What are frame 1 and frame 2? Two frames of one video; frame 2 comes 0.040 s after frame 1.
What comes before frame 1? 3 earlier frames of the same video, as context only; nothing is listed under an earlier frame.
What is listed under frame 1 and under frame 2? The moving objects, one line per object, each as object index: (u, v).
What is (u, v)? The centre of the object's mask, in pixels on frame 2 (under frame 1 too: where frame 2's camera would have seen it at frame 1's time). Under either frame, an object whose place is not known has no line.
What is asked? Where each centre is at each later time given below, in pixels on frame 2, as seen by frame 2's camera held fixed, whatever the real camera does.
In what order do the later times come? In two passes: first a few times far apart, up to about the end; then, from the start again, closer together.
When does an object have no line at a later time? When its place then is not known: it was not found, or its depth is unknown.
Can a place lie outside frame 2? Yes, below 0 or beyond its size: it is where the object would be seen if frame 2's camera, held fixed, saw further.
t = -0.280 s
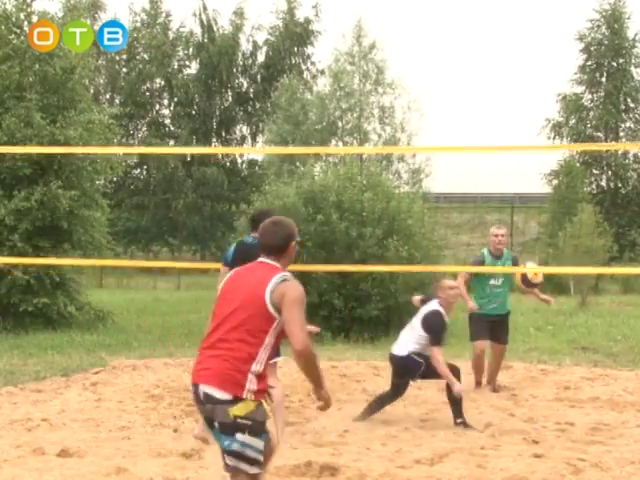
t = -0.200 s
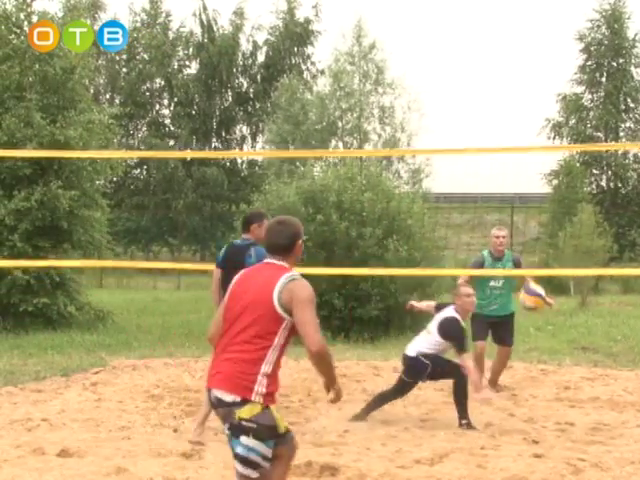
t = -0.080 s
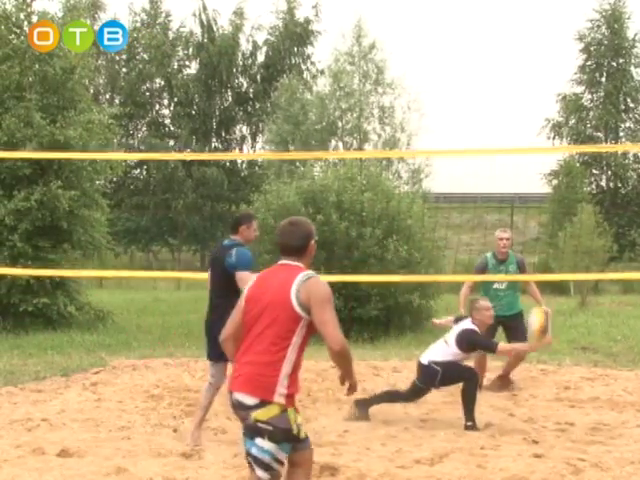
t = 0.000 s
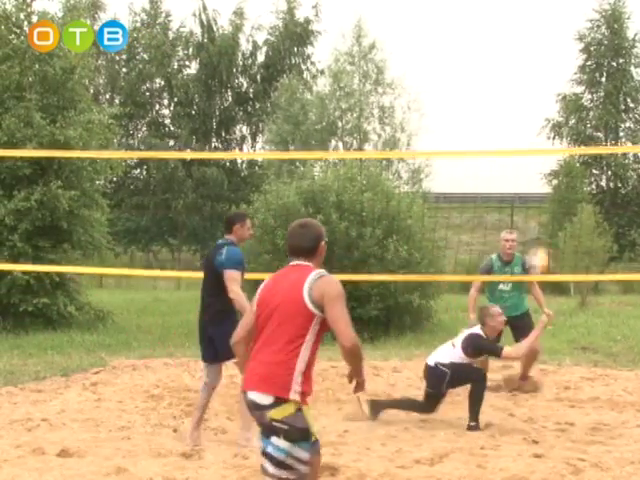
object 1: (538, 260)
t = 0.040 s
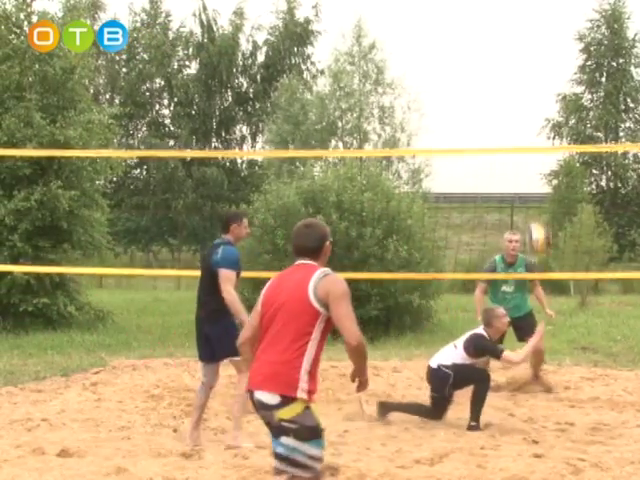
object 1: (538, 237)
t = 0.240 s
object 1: (539, 138)
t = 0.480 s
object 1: (534, 96)
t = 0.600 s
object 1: (532, 96)
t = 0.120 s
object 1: (539, 195)
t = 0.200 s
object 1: (539, 159)
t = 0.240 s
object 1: (539, 138)
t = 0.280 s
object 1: (540, 130)
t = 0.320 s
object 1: (537, 120)
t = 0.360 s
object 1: (537, 112)
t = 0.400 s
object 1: (536, 105)
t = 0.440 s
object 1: (535, 100)
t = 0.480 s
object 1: (534, 96)
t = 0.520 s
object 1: (533, 95)
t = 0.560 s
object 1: (533, 95)
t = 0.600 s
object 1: (532, 96)
